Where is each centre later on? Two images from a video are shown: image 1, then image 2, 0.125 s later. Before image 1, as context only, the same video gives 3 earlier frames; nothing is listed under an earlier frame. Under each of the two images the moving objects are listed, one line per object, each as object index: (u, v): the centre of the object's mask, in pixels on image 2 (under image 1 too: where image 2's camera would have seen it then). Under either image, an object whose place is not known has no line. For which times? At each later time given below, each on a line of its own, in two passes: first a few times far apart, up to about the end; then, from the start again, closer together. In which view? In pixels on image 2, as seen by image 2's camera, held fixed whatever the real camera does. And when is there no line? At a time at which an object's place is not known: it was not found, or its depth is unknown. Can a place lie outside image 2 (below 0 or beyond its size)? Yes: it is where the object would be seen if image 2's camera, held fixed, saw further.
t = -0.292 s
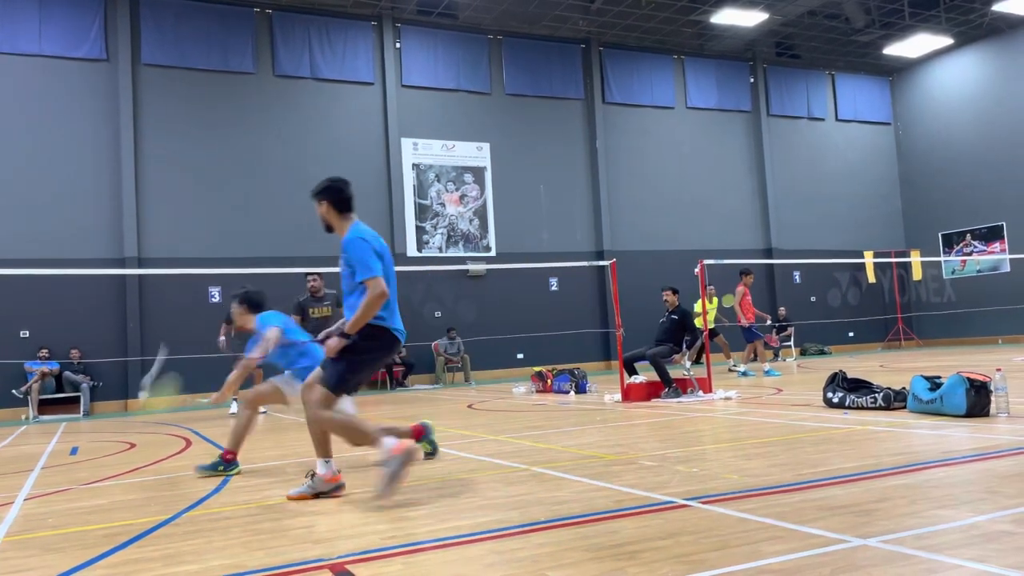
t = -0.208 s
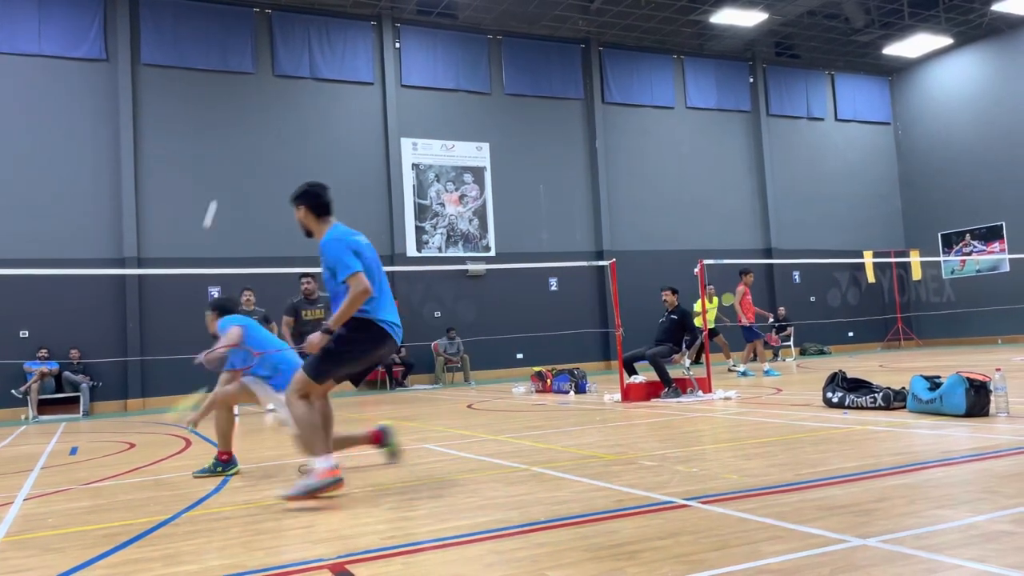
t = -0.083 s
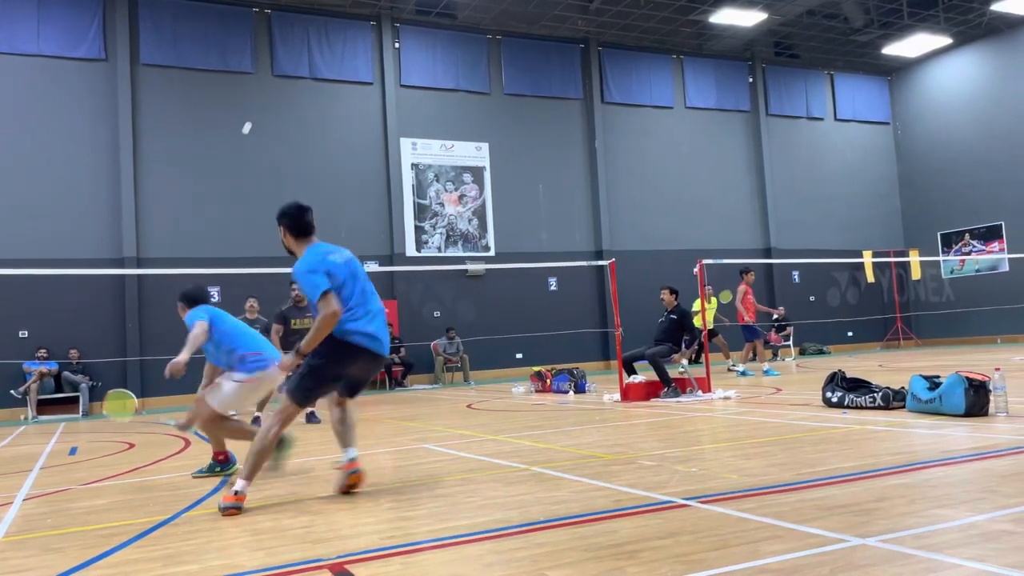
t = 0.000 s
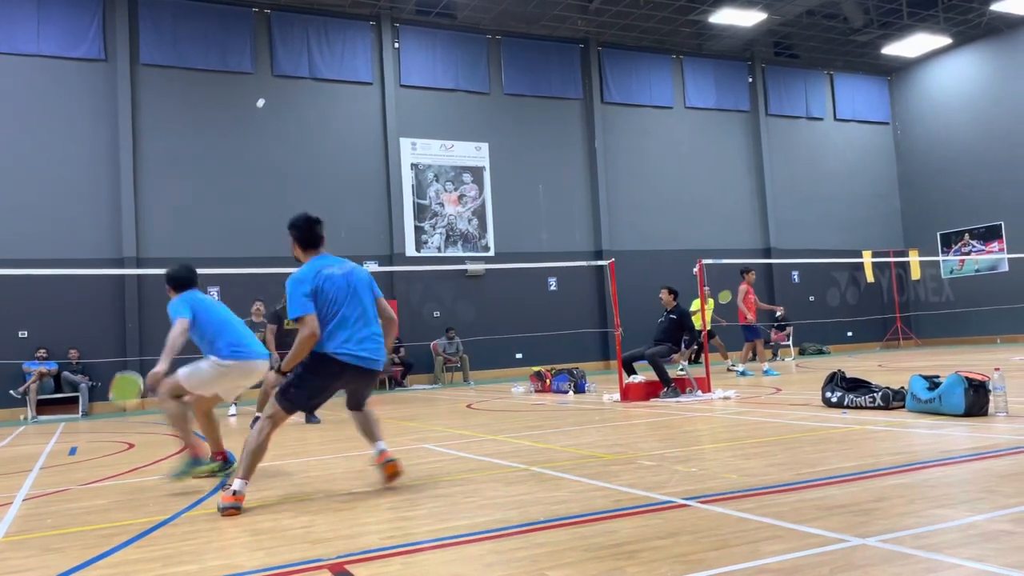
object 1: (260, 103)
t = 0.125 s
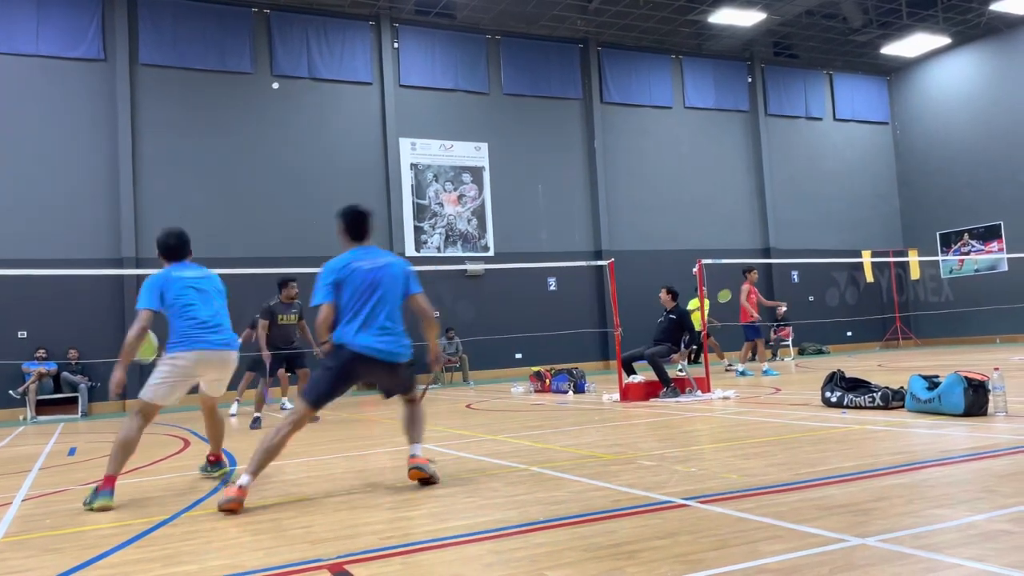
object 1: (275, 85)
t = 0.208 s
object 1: (283, 83)
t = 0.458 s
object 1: (303, 100)
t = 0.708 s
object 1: (321, 145)
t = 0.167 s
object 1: (279, 83)
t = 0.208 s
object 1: (283, 83)
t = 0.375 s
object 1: (297, 90)
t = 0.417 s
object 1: (300, 95)
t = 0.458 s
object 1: (303, 100)
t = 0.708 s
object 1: (321, 145)
